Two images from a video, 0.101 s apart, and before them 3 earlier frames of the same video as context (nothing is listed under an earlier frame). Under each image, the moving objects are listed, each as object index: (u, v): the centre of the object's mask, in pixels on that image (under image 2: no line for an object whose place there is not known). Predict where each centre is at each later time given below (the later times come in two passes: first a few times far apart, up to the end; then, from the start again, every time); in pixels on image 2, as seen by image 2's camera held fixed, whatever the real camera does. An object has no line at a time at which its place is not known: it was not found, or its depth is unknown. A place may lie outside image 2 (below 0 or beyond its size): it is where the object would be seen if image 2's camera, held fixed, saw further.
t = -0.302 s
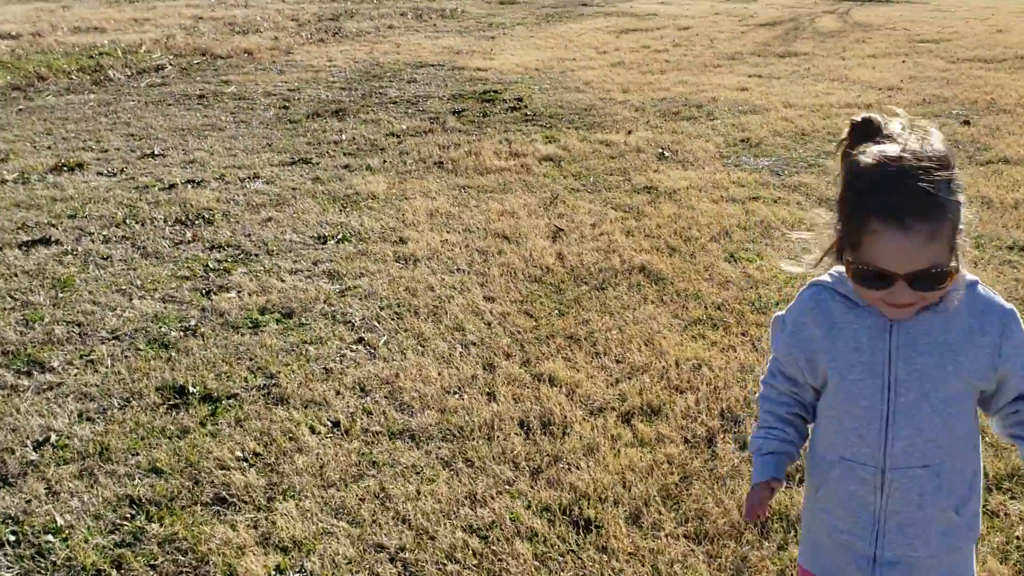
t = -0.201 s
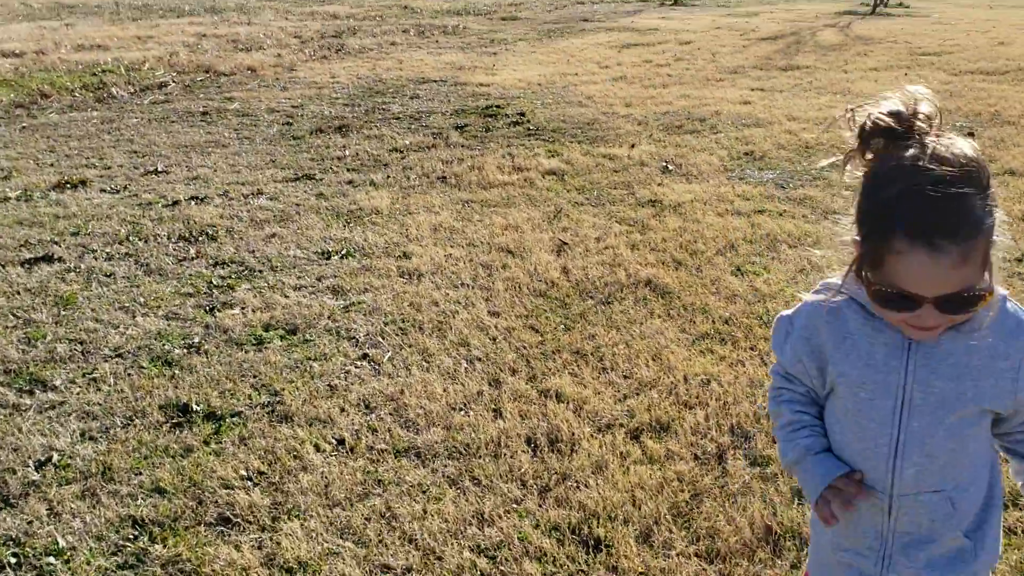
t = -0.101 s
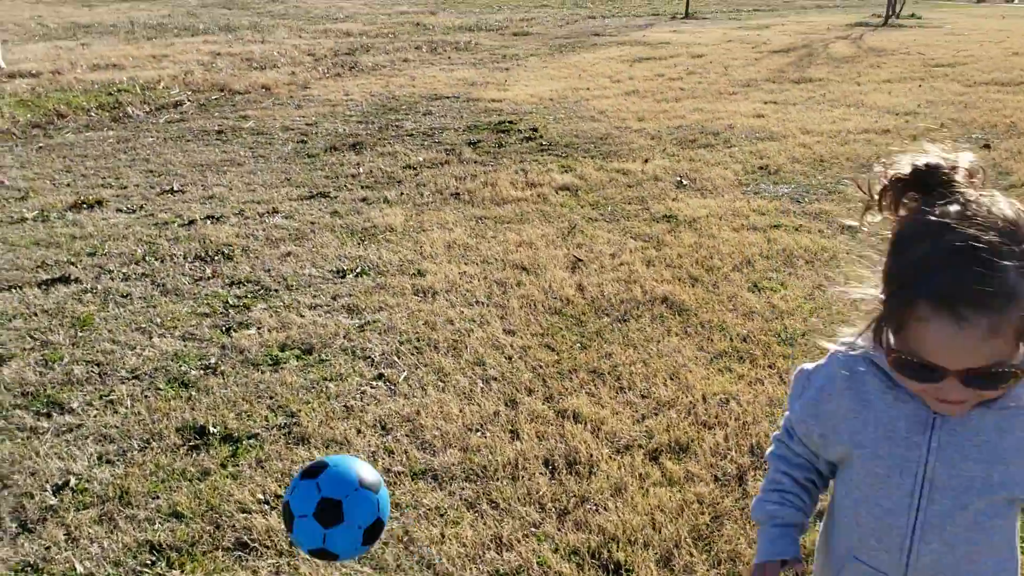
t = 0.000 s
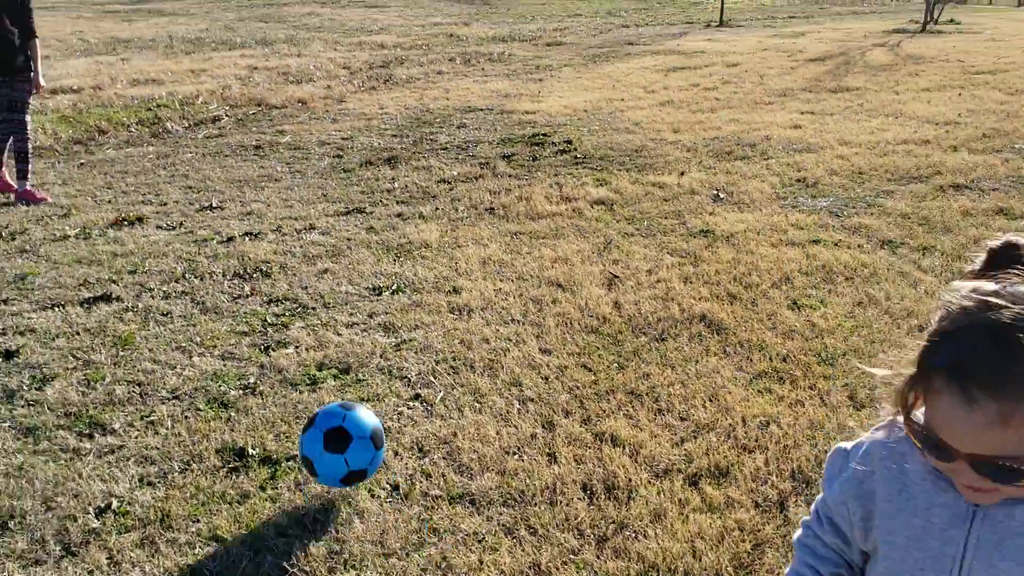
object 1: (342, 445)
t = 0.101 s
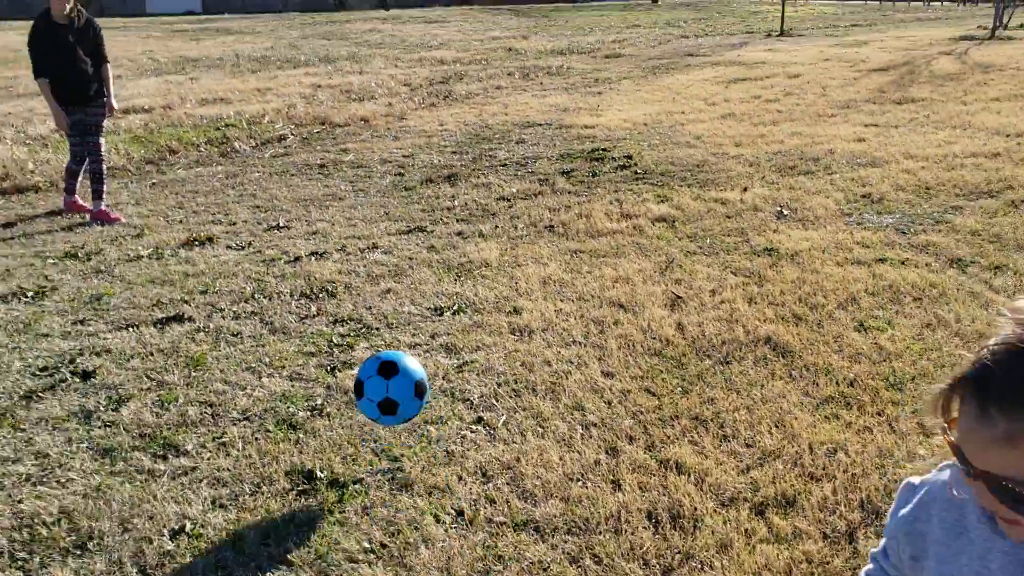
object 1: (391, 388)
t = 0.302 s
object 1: (364, 359)
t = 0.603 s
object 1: (337, 290)
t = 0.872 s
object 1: (321, 244)
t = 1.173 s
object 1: (309, 232)
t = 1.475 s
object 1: (303, 218)
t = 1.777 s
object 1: (297, 206)
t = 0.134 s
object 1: (386, 376)
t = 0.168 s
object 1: (383, 366)
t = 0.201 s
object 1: (377, 358)
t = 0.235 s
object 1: (373, 355)
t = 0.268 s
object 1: (368, 356)
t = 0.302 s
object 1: (364, 359)
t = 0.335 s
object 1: (361, 346)
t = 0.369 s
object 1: (357, 330)
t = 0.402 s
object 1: (353, 318)
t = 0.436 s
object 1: (349, 308)
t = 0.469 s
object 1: (347, 305)
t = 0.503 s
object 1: (345, 305)
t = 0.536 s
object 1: (342, 304)
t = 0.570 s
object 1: (340, 298)
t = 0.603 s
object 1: (337, 290)
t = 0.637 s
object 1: (334, 283)
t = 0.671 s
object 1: (331, 279)
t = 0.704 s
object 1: (329, 278)
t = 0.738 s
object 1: (326, 270)
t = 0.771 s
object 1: (325, 261)
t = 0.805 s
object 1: (324, 254)
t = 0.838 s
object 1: (323, 248)
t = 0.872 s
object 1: (321, 244)
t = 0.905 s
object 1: (320, 242)
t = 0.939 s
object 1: (319, 243)
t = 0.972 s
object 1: (319, 247)
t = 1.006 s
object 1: (317, 248)
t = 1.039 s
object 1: (315, 244)
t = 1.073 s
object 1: (314, 239)
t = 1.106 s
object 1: (312, 235)
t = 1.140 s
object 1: (311, 233)
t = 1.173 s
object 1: (309, 232)
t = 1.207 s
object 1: (308, 232)
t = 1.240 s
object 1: (307, 232)
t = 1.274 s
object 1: (305, 229)
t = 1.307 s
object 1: (305, 225)
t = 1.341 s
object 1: (304, 223)
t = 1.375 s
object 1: (304, 223)
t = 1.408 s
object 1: (303, 223)
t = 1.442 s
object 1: (303, 222)
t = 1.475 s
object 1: (303, 218)
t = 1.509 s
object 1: (302, 215)
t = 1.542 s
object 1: (301, 213)
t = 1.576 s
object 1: (300, 211)
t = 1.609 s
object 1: (299, 209)
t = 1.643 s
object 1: (299, 209)
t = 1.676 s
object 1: (298, 210)
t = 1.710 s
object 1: (298, 209)
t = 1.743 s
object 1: (297, 207)
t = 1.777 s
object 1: (297, 206)
